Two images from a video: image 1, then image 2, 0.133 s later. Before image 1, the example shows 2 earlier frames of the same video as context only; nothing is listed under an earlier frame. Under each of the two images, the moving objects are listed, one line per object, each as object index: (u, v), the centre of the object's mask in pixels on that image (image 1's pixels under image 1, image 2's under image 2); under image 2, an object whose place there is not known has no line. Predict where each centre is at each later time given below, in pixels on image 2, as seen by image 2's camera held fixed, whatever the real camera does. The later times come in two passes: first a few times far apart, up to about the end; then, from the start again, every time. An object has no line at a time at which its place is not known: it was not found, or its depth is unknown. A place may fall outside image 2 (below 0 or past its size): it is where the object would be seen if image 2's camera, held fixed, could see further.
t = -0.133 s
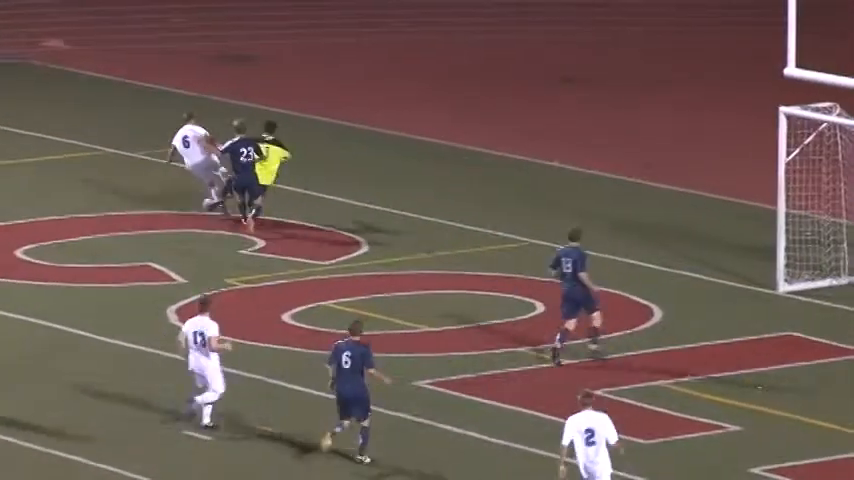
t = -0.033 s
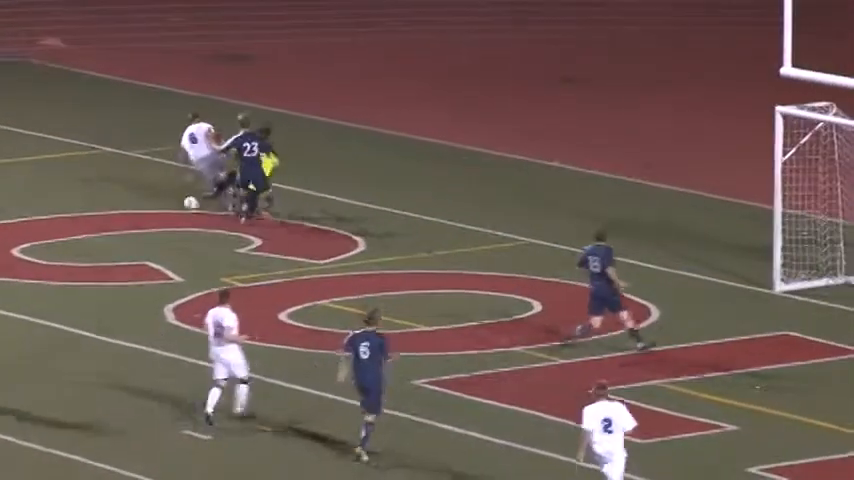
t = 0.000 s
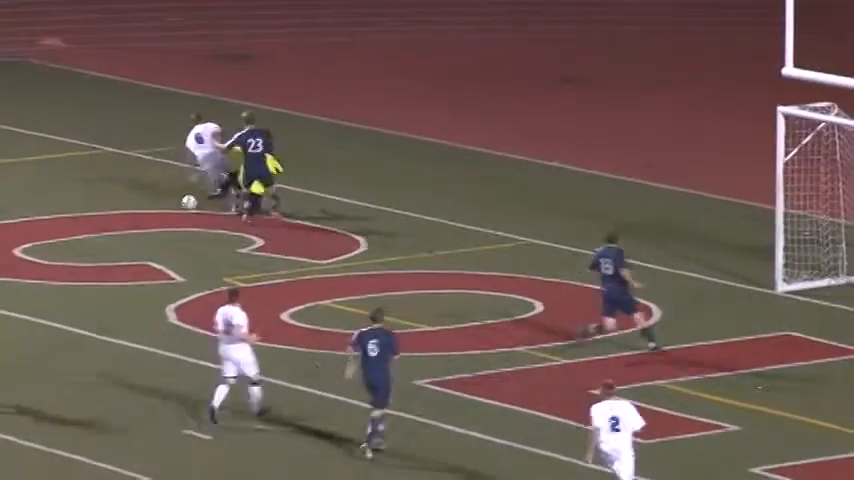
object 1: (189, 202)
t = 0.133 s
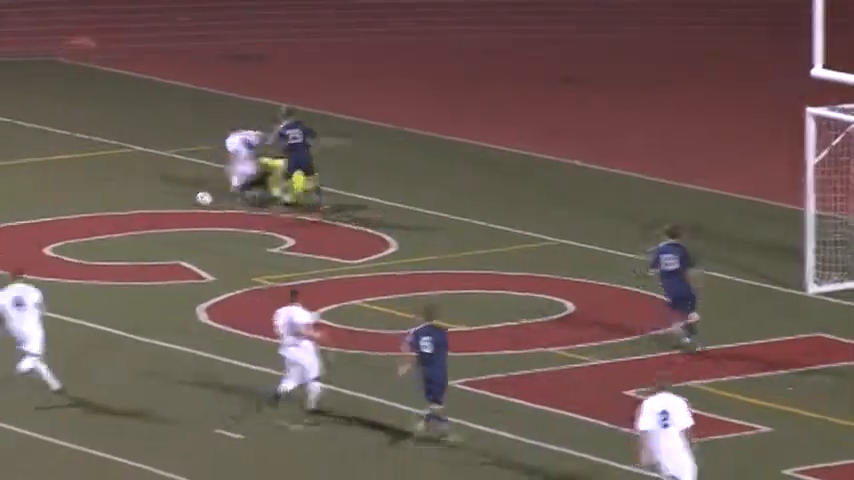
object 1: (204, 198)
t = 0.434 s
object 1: (176, 189)
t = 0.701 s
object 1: (155, 180)
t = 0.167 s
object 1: (201, 197)
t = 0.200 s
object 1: (197, 197)
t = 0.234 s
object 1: (194, 195)
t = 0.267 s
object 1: (190, 193)
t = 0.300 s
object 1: (187, 192)
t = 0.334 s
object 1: (186, 191)
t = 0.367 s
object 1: (183, 191)
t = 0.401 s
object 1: (180, 190)
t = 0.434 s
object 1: (176, 189)
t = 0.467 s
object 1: (173, 187)
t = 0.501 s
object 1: (171, 187)
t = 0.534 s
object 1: (169, 186)
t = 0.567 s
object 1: (166, 185)
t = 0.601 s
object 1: (164, 183)
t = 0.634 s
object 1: (161, 182)
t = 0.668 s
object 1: (158, 182)
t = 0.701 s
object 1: (155, 180)
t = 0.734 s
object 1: (152, 180)
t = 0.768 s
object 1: (149, 178)
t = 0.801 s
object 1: (146, 178)
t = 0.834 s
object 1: (144, 177)
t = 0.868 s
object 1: (141, 175)
